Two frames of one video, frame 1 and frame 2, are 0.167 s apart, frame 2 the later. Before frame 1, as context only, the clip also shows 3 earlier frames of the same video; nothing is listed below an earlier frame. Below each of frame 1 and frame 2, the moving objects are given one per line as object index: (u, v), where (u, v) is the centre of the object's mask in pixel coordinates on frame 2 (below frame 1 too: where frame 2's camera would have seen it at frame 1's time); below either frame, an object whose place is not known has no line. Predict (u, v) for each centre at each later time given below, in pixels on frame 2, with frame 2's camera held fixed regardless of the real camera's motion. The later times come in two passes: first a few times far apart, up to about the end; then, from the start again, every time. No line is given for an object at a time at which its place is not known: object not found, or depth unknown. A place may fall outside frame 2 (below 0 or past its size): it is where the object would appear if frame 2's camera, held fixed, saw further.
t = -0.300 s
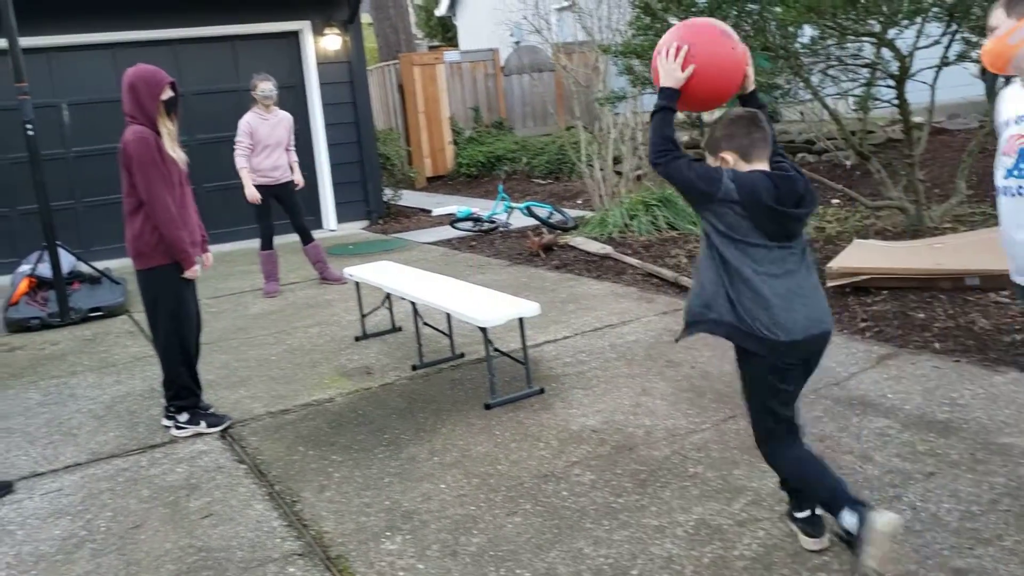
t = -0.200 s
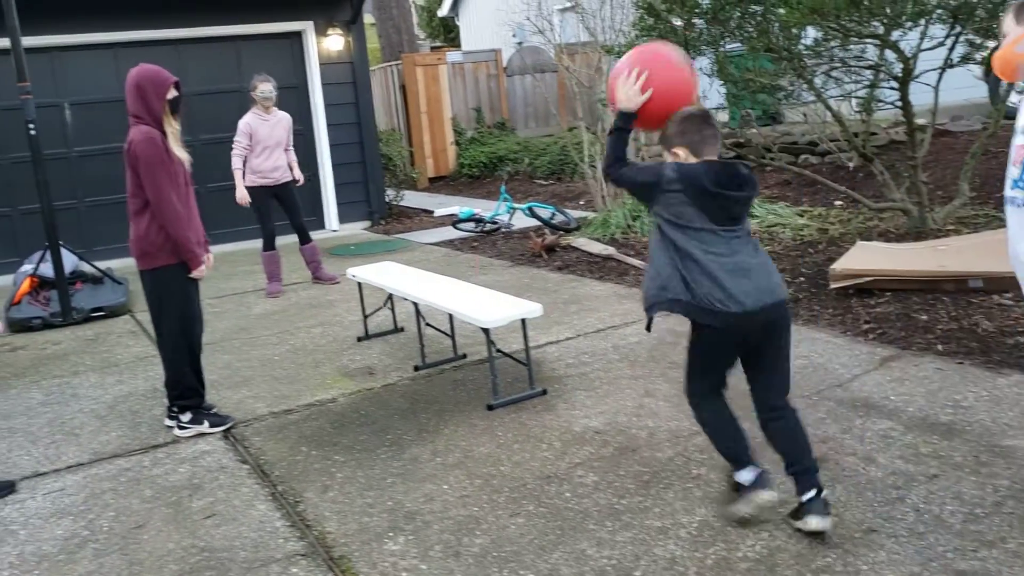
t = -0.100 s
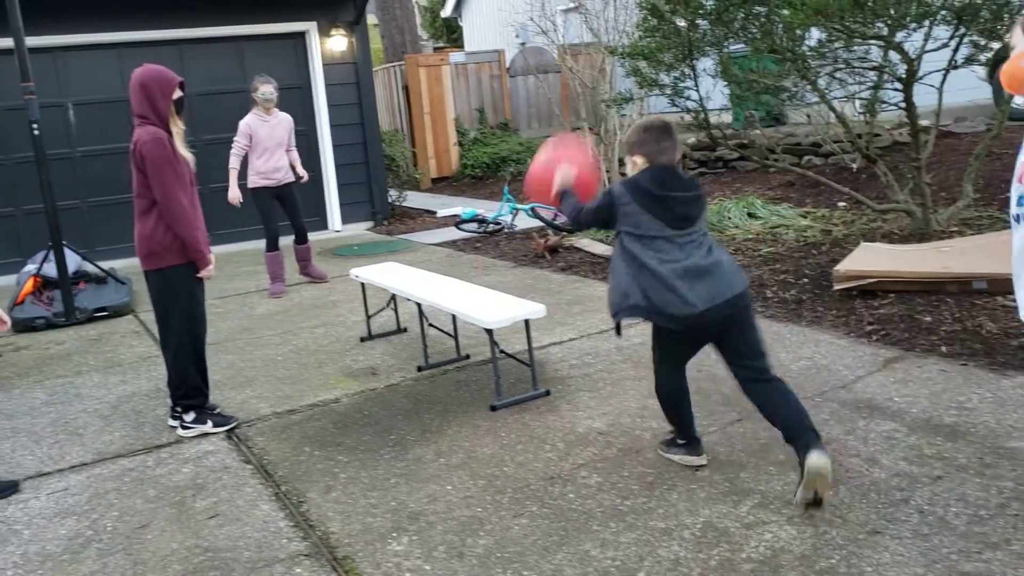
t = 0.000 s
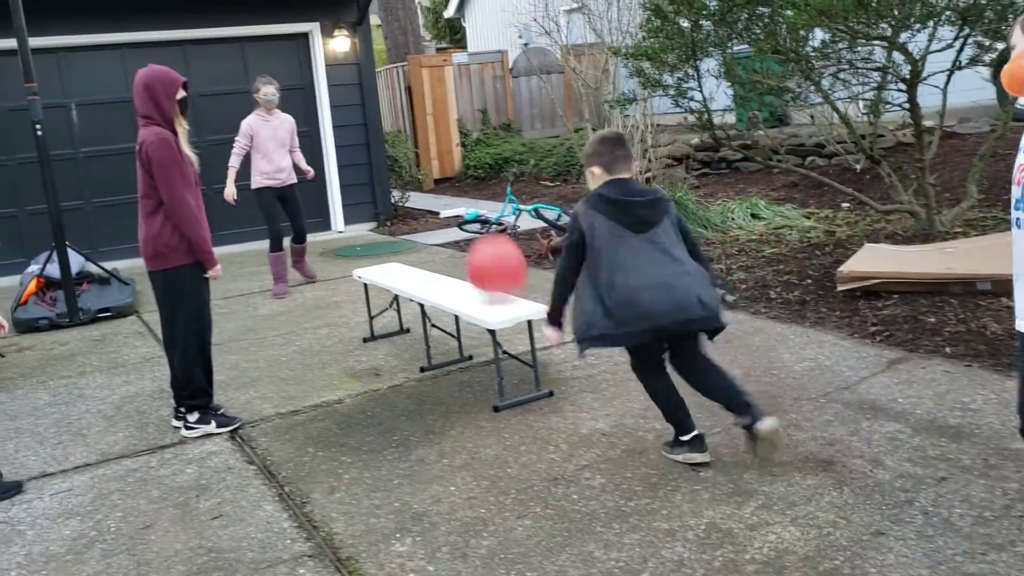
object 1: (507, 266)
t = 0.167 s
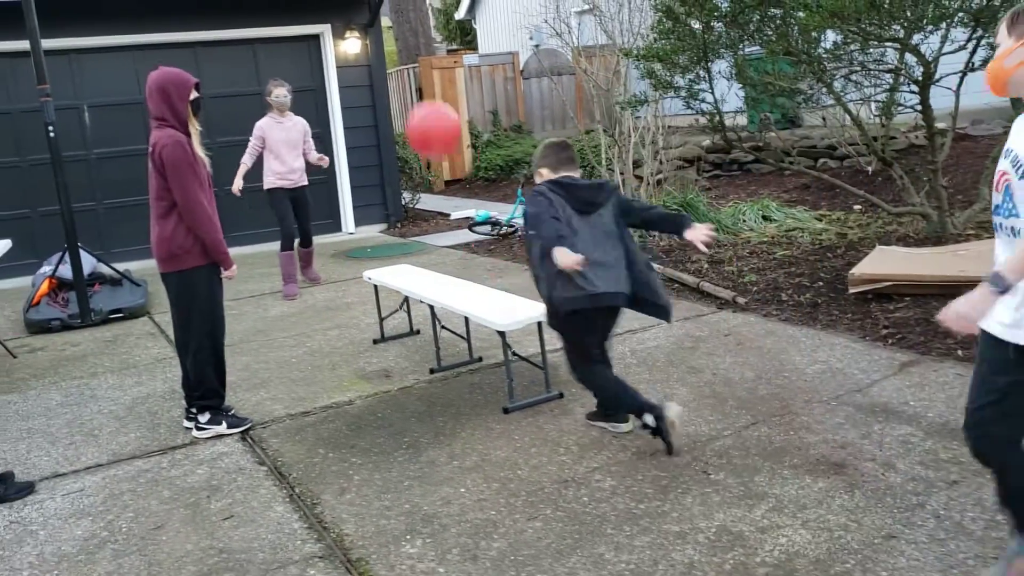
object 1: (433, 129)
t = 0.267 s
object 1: (399, 82)
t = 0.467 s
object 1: (347, 53)
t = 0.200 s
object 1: (422, 110)
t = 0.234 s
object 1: (409, 94)
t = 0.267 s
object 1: (399, 82)
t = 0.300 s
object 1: (389, 72)
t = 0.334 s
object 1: (379, 64)
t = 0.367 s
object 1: (371, 58)
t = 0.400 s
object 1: (362, 54)
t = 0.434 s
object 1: (355, 52)
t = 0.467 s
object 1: (347, 53)
